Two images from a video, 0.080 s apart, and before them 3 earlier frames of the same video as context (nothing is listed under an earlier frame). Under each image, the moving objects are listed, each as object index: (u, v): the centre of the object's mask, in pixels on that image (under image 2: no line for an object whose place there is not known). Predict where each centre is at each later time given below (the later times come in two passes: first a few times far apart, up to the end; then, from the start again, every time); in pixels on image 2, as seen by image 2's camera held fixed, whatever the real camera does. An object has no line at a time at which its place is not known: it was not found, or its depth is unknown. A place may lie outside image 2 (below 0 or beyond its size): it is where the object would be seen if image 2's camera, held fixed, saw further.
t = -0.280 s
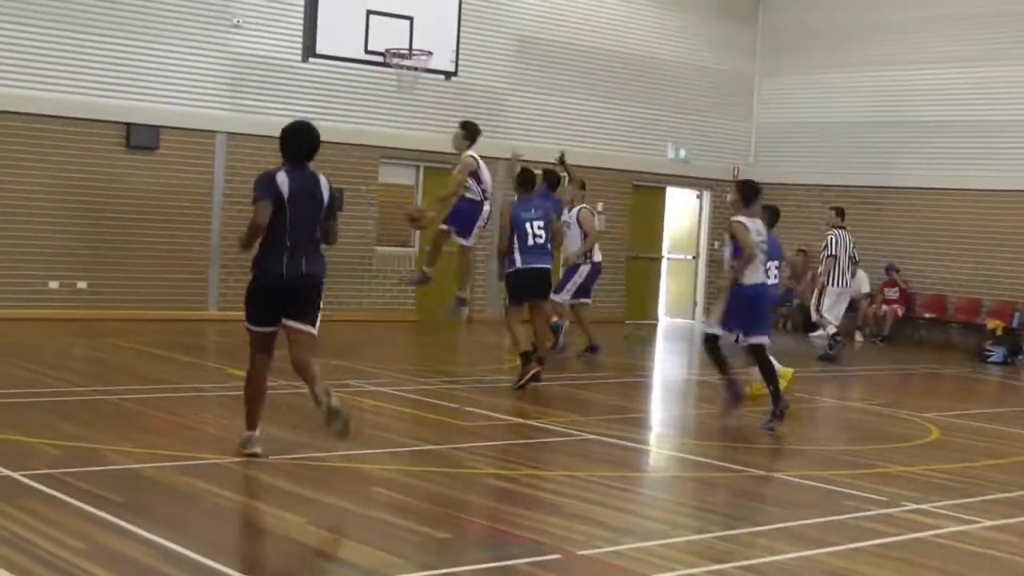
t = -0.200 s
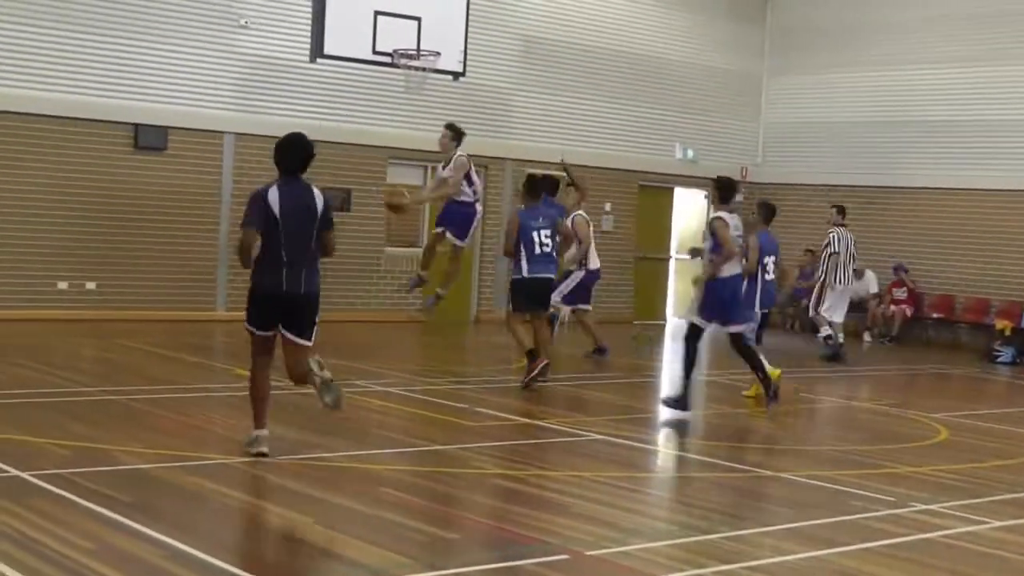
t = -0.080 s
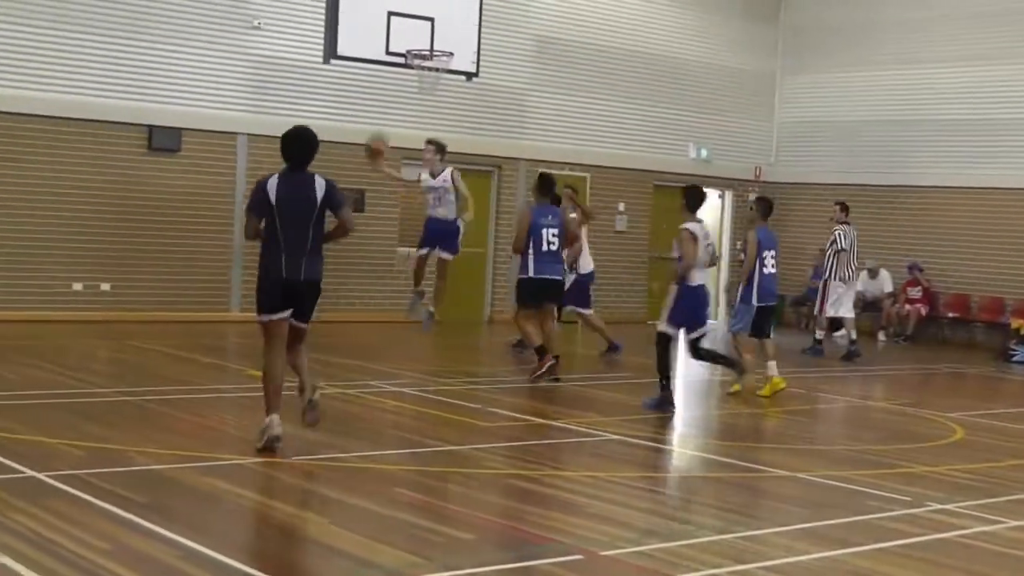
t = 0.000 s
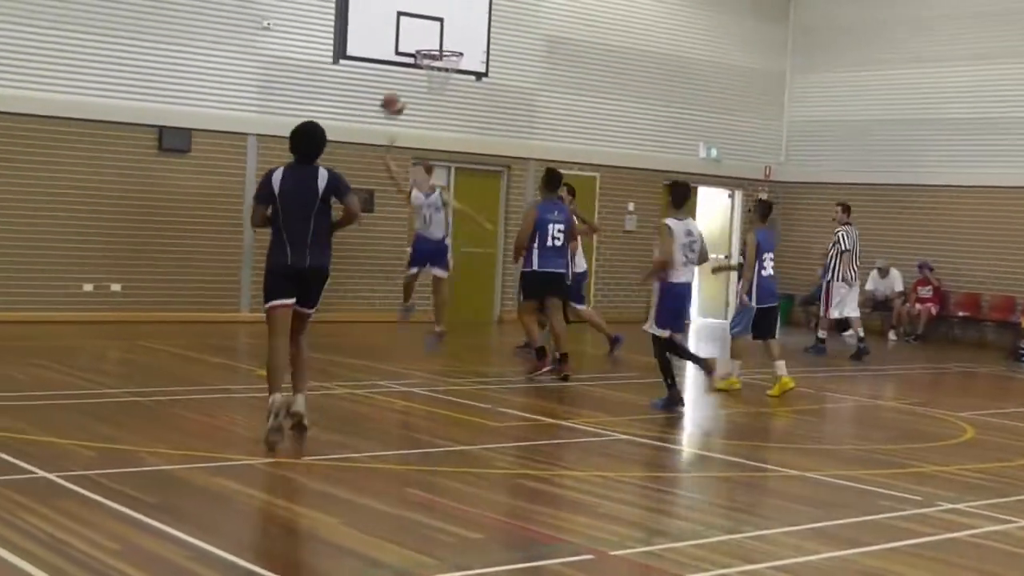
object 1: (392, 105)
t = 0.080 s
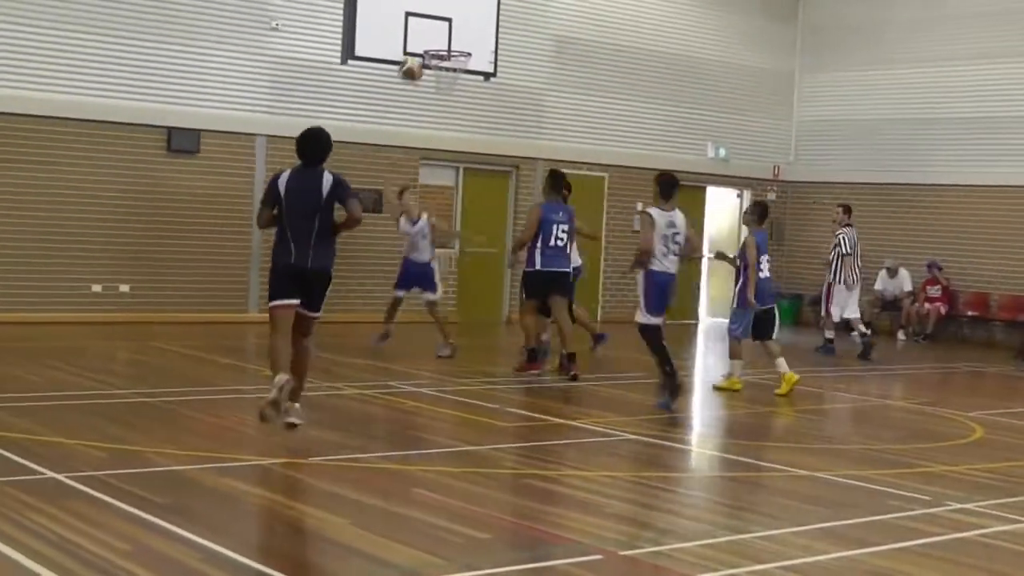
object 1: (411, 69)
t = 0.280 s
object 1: (438, 12)
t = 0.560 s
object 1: (465, 2)
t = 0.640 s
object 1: (473, 16)
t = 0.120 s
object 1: (419, 54)
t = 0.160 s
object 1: (424, 41)
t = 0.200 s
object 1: (428, 30)
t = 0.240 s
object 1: (433, 20)
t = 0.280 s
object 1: (438, 12)
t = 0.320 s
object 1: (443, 7)
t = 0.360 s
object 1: (447, 4)
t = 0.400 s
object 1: (451, 2)
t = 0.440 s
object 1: (455, 0)
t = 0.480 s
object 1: (458, 0)
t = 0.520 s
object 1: (462, 0)
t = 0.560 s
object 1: (465, 2)
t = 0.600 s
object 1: (469, 7)
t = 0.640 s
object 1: (473, 16)
